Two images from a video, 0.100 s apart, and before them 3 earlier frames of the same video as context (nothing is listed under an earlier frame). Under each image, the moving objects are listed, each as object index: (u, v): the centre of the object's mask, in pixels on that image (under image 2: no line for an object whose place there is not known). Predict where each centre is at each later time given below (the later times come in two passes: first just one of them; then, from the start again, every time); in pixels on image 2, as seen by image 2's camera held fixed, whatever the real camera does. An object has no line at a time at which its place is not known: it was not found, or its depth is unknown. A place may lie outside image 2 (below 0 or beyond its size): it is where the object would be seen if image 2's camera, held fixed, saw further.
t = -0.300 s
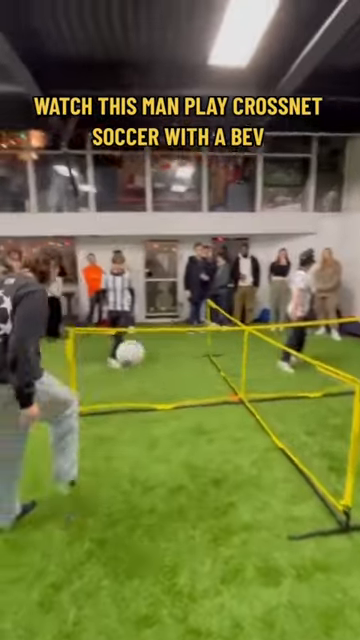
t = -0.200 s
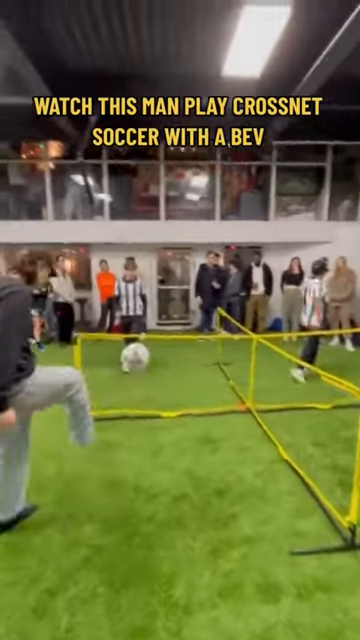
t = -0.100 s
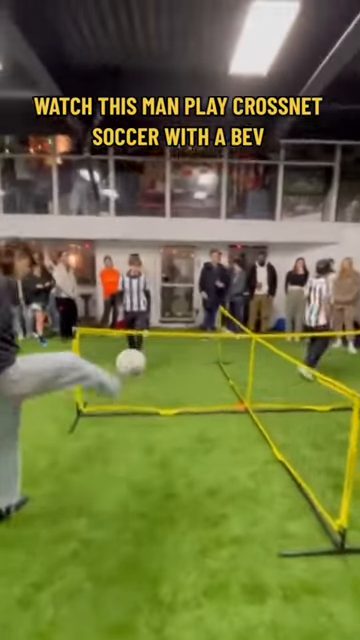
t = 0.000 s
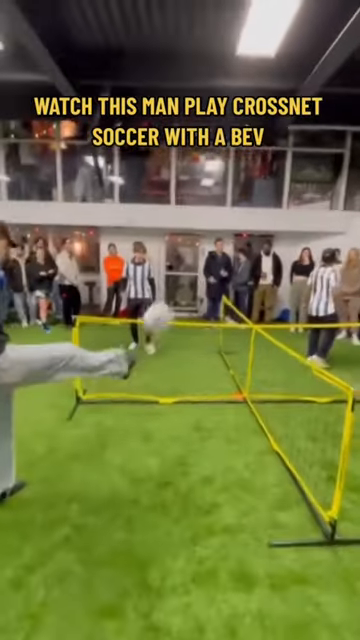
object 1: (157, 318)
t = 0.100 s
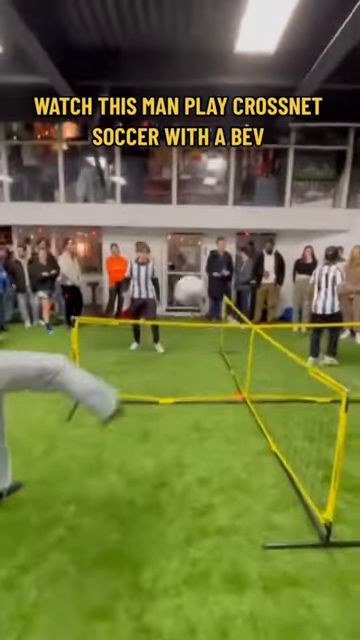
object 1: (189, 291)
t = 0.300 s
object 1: (246, 270)
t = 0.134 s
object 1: (198, 284)
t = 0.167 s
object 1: (208, 279)
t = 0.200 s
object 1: (218, 274)
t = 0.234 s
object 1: (227, 271)
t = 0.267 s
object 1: (237, 269)
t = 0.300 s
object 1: (246, 270)
